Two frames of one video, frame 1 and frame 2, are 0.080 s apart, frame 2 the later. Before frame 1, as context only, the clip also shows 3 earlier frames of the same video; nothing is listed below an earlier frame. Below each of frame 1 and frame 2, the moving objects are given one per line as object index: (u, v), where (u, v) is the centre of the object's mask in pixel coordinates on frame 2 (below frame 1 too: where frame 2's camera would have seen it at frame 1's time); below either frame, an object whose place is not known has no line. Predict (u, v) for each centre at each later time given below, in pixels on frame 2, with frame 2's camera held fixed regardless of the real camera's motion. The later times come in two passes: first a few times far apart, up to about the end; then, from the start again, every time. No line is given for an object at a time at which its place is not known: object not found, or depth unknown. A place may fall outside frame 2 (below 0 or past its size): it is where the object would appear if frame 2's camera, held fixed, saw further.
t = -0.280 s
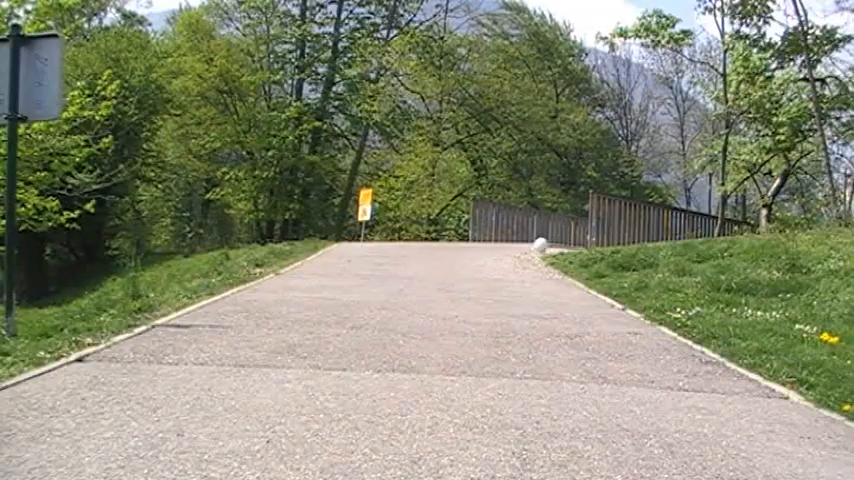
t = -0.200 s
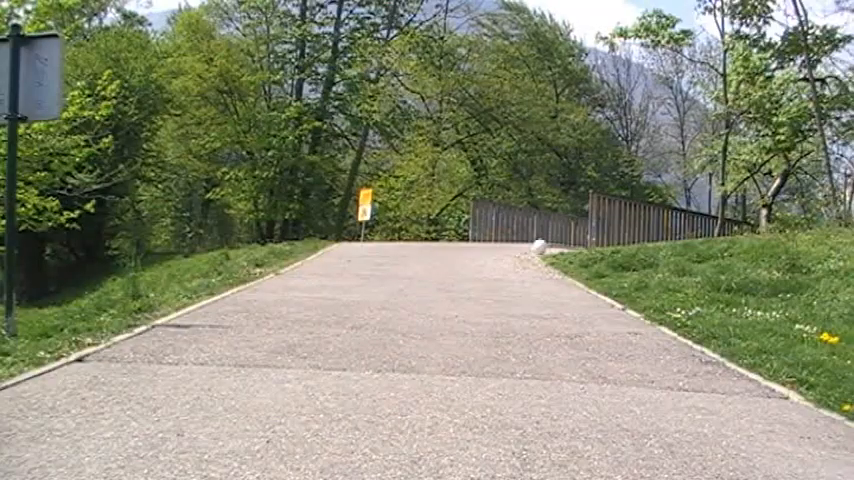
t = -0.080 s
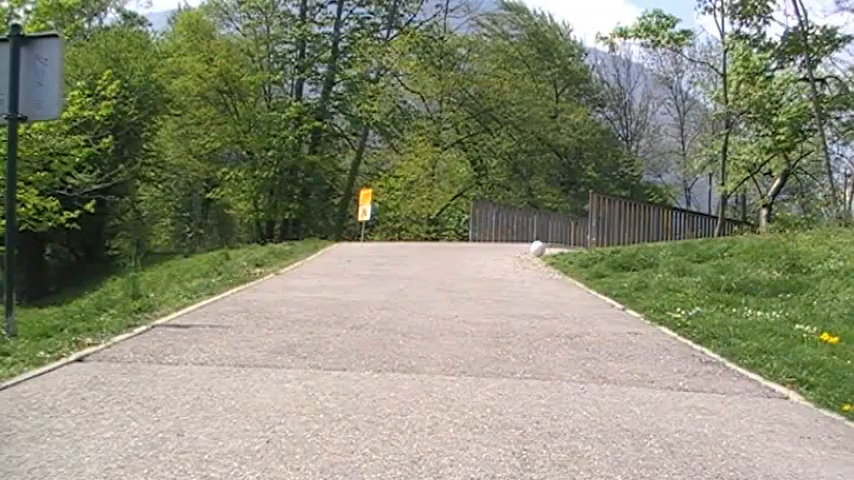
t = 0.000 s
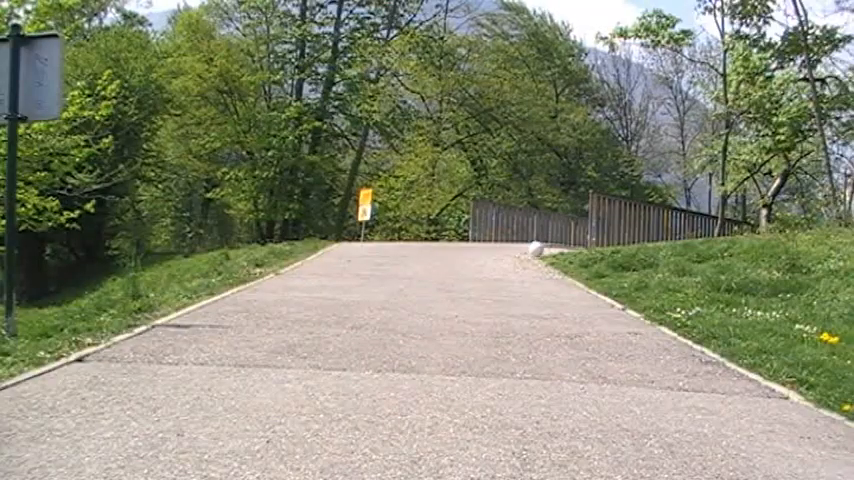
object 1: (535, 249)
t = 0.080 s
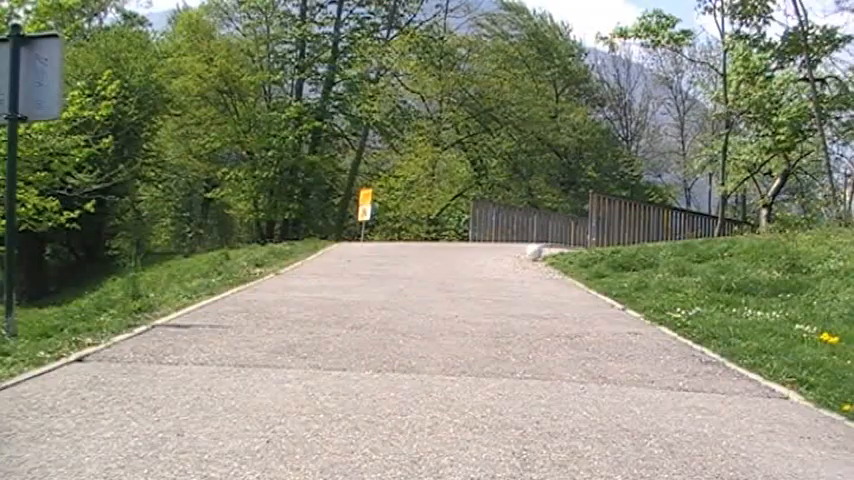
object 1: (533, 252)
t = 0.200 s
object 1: (530, 254)
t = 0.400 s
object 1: (523, 258)
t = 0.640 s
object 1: (513, 264)
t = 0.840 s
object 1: (503, 265)
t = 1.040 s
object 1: (492, 271)
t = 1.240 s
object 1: (481, 276)
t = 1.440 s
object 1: (465, 291)
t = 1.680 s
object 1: (439, 305)
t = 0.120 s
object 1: (532, 252)
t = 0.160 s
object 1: (531, 253)
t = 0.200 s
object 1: (530, 254)
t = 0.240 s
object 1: (530, 253)
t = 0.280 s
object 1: (528, 252)
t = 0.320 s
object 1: (527, 253)
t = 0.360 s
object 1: (524, 255)
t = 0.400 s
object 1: (523, 258)
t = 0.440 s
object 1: (521, 259)
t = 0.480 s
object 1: (520, 257)
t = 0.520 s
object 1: (519, 256)
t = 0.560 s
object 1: (517, 257)
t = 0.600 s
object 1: (515, 259)
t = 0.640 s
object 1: (513, 264)
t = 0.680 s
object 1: (511, 264)
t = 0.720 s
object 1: (509, 262)
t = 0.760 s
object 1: (508, 261)
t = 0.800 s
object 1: (506, 262)
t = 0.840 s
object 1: (503, 265)
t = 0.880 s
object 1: (501, 269)
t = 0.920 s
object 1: (499, 271)
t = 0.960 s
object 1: (497, 269)
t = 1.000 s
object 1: (495, 269)
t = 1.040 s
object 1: (492, 271)
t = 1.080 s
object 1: (489, 274)
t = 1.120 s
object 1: (487, 277)
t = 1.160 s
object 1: (485, 275)
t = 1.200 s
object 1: (483, 274)
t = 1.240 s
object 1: (481, 276)
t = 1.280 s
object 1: (478, 279)
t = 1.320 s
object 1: (475, 285)
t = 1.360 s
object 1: (472, 286)
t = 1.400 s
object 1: (469, 287)
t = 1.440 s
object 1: (465, 291)
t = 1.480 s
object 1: (462, 293)
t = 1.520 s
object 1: (458, 295)
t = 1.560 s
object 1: (454, 298)
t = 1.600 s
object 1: (450, 297)
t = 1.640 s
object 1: (445, 300)
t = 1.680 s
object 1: (439, 305)
